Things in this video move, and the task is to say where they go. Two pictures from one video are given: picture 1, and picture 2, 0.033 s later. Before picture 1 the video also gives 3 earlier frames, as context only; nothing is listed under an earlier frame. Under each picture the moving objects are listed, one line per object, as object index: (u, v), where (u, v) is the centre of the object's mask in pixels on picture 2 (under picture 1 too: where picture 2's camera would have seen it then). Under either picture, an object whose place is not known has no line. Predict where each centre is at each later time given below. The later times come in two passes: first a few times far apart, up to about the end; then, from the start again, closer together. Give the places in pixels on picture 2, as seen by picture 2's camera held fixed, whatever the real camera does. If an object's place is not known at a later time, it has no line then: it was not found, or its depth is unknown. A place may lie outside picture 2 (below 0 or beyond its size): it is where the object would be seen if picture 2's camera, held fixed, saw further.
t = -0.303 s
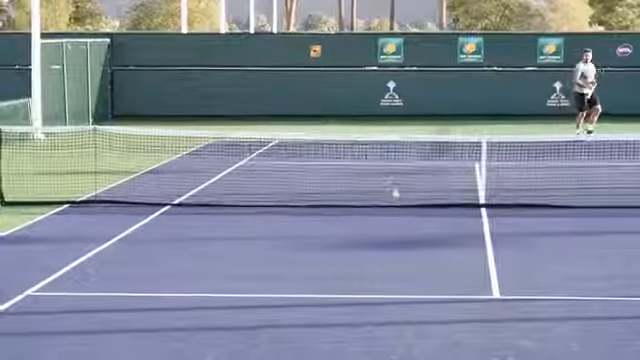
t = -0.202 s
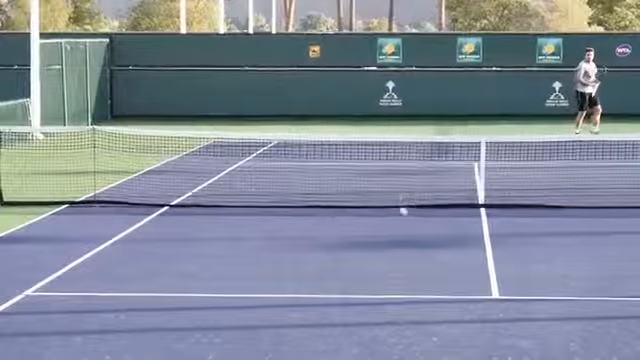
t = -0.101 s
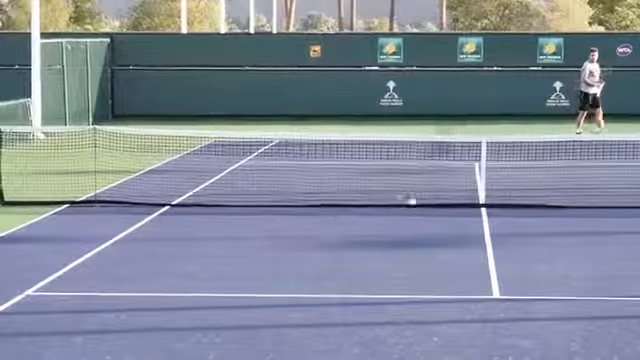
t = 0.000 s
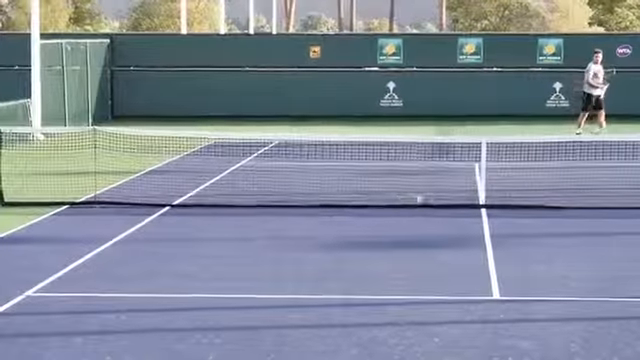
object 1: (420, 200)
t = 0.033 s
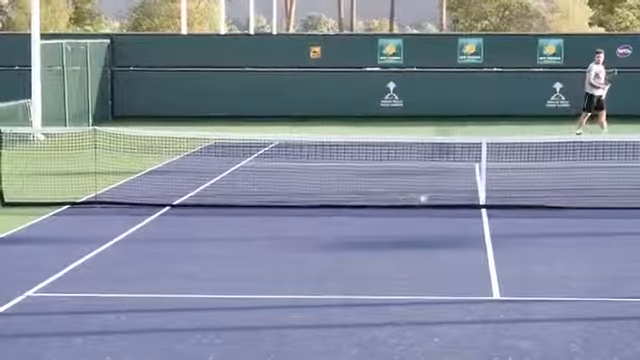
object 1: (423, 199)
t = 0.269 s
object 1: (440, 216)
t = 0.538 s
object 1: (463, 218)
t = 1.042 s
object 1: (504, 228)
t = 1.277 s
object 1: (528, 235)
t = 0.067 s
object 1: (425, 199)
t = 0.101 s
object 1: (427, 202)
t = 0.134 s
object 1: (430, 204)
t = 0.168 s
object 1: (432, 209)
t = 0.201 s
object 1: (435, 215)
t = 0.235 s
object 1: (438, 219)
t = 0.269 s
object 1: (440, 216)
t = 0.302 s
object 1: (442, 215)
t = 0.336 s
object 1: (446, 211)
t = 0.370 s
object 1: (449, 211)
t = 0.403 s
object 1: (451, 210)
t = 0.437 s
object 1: (454, 210)
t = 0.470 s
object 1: (458, 212)
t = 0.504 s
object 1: (459, 214)
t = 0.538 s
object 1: (463, 218)
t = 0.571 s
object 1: (467, 223)
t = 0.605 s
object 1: (469, 223)
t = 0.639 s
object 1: (470, 220)
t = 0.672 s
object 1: (475, 219)
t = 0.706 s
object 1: (477, 218)
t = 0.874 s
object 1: (493, 229)
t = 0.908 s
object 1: (495, 228)
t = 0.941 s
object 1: (496, 227)
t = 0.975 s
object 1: (500, 228)
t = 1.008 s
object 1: (503, 227)
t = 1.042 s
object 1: (504, 228)
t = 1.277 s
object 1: (528, 235)
